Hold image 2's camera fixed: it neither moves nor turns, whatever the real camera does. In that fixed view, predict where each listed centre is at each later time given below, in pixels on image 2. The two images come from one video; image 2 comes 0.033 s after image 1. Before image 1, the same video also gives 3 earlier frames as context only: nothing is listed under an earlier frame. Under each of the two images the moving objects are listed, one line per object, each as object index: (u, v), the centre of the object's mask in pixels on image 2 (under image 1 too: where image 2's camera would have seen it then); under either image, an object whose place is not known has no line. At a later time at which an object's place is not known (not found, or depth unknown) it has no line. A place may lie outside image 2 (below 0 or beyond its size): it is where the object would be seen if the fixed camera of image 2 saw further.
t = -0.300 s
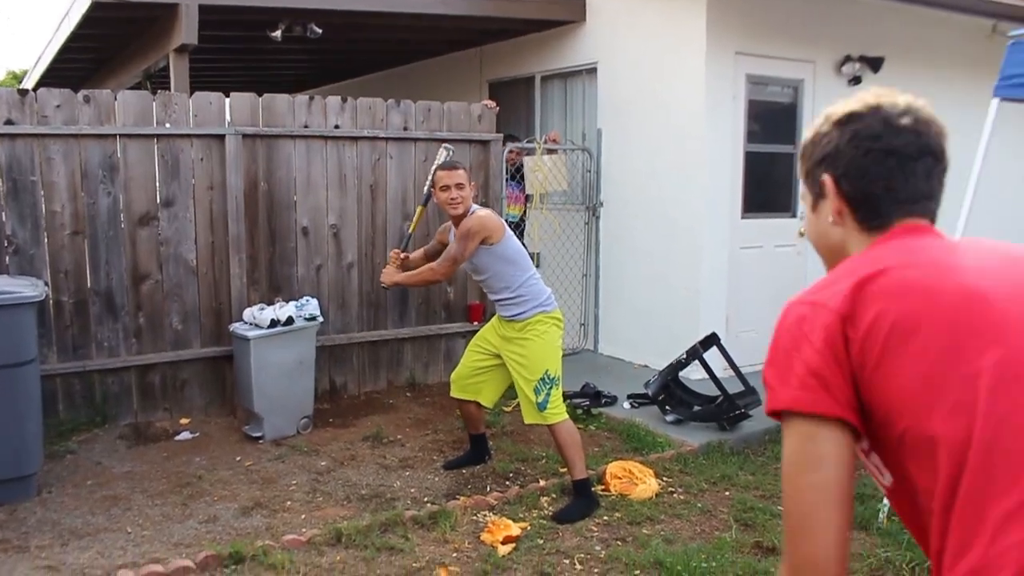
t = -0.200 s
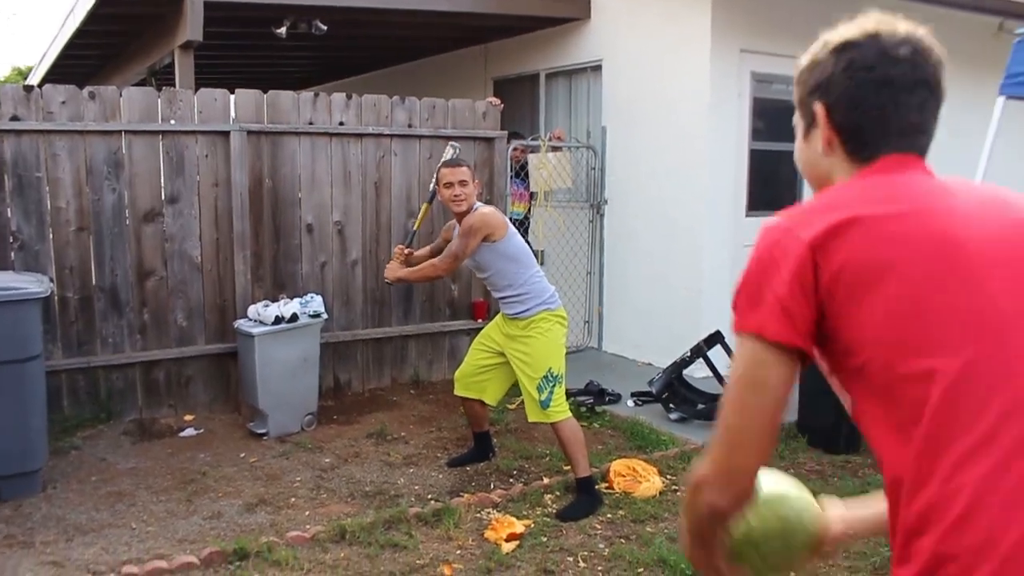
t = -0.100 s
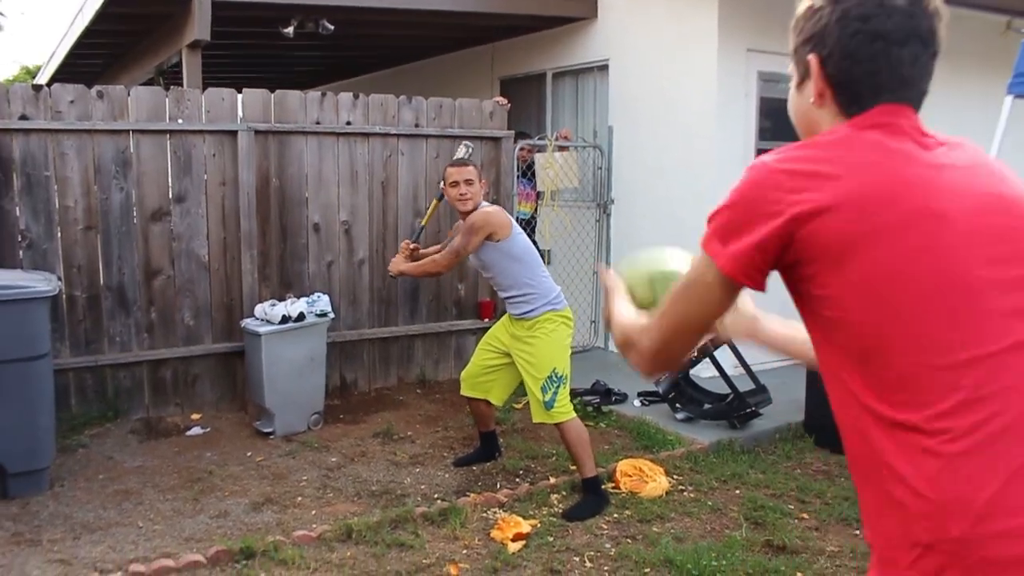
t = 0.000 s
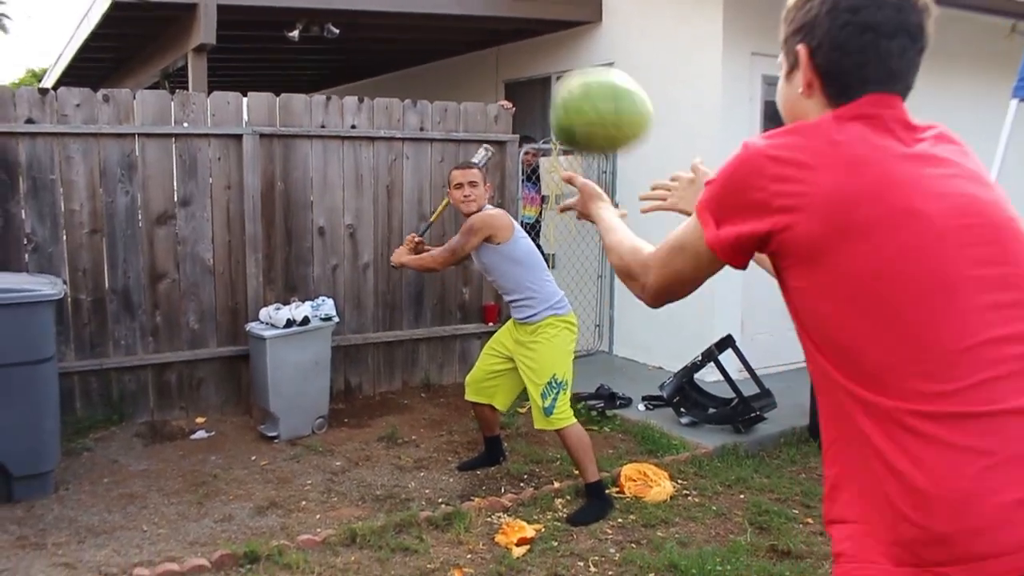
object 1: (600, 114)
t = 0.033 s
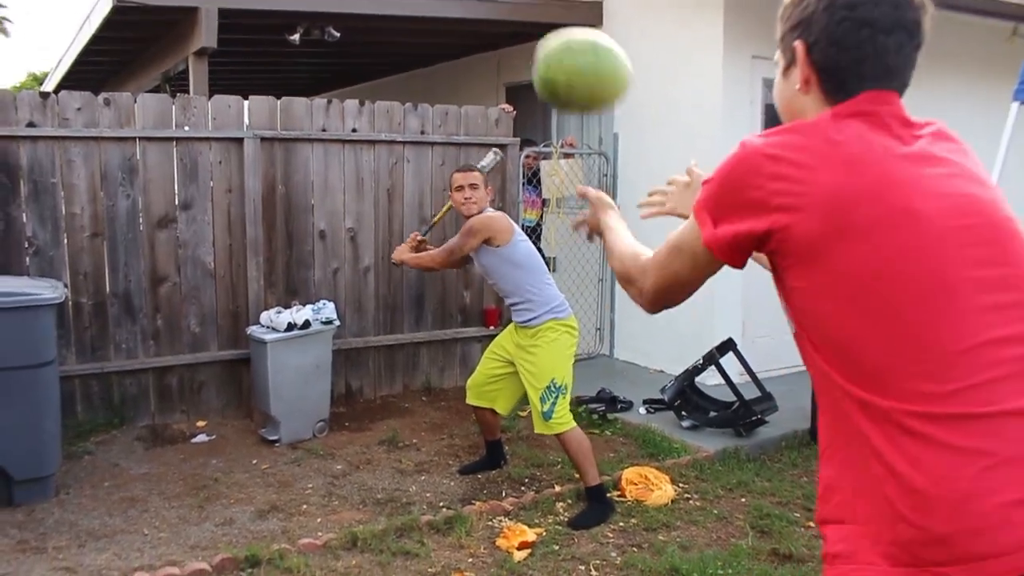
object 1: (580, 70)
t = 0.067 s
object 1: (562, 33)
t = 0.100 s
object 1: (547, 14)
